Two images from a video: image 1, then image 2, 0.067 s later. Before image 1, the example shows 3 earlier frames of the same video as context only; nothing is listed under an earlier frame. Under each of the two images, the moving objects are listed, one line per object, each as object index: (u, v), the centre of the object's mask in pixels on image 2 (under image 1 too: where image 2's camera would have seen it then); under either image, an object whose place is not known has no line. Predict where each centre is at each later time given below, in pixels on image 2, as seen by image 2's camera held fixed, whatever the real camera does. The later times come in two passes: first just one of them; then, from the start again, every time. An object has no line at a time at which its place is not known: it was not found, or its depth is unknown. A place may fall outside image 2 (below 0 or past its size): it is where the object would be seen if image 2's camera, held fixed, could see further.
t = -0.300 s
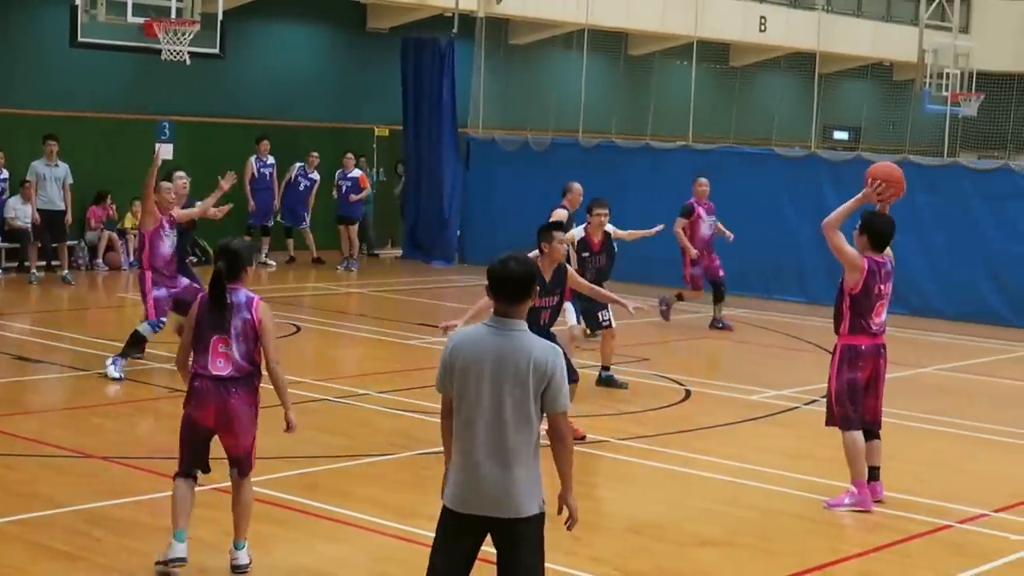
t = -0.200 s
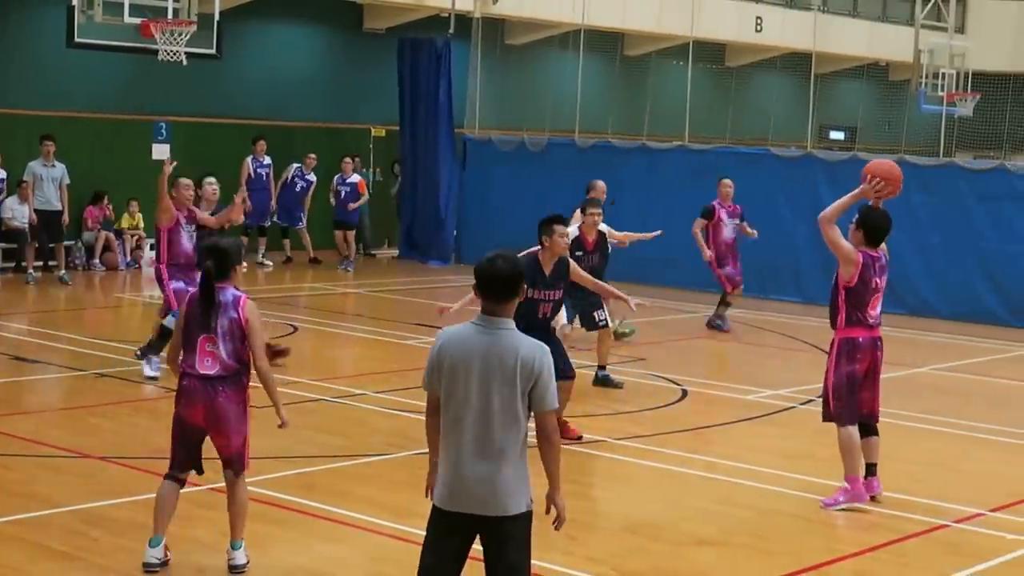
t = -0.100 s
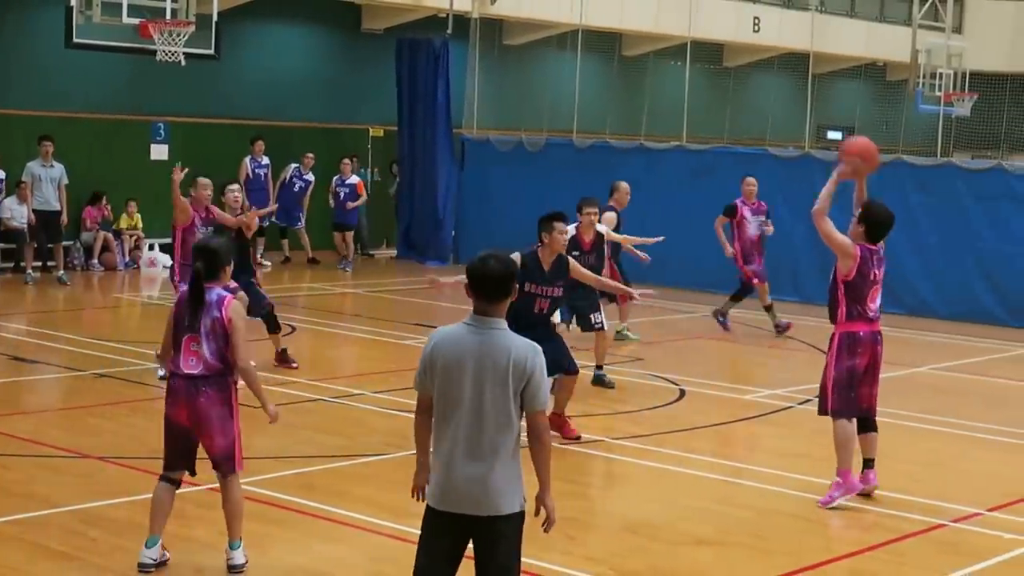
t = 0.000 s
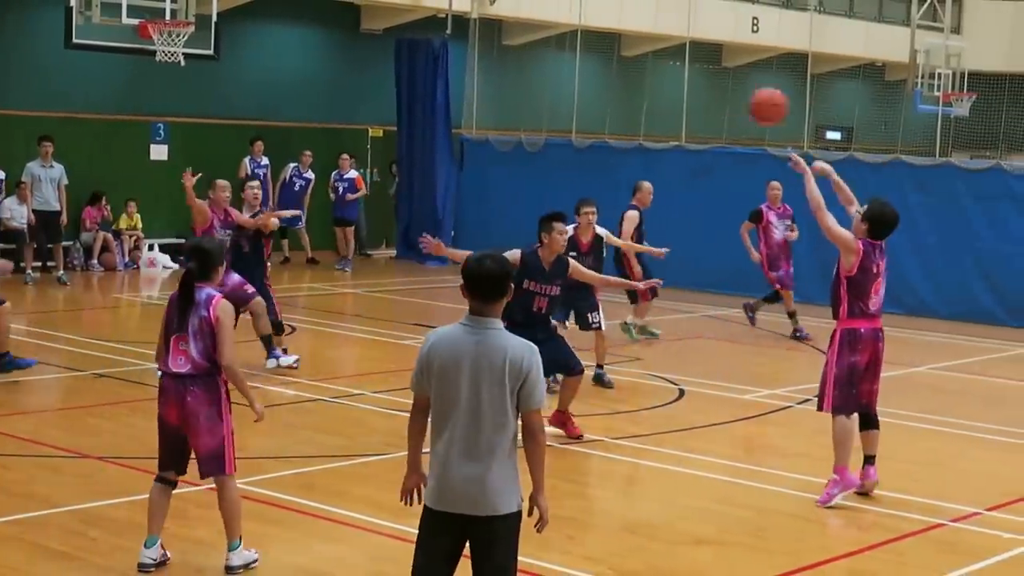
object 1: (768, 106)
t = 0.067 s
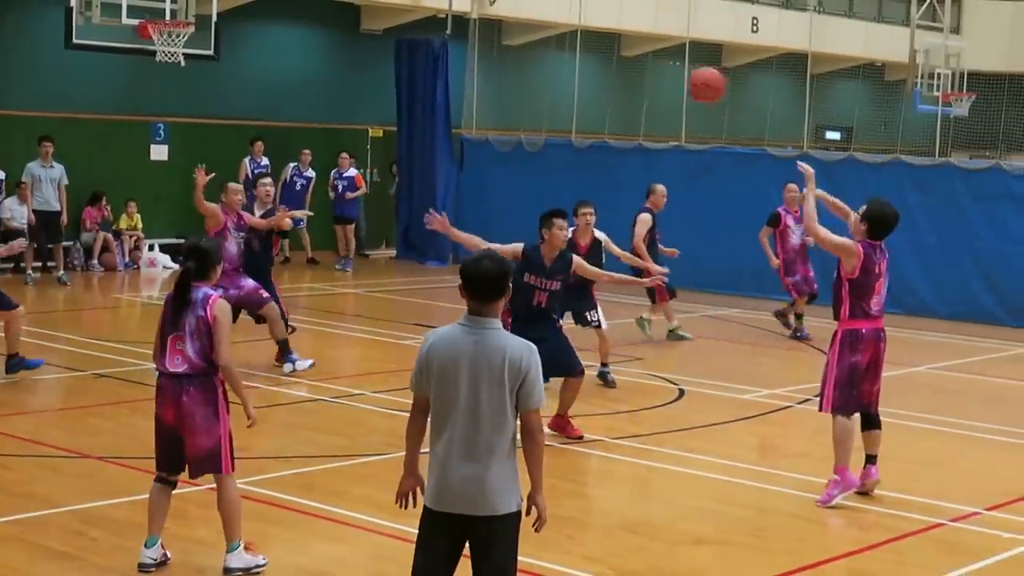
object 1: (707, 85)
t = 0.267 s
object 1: (542, 65)
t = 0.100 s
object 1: (676, 77)
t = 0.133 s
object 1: (648, 71)
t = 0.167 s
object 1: (620, 68)
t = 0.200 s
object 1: (594, 65)
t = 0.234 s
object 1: (567, 65)
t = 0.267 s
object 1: (542, 65)
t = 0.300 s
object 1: (517, 68)
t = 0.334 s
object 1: (493, 71)
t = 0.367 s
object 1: (471, 76)
